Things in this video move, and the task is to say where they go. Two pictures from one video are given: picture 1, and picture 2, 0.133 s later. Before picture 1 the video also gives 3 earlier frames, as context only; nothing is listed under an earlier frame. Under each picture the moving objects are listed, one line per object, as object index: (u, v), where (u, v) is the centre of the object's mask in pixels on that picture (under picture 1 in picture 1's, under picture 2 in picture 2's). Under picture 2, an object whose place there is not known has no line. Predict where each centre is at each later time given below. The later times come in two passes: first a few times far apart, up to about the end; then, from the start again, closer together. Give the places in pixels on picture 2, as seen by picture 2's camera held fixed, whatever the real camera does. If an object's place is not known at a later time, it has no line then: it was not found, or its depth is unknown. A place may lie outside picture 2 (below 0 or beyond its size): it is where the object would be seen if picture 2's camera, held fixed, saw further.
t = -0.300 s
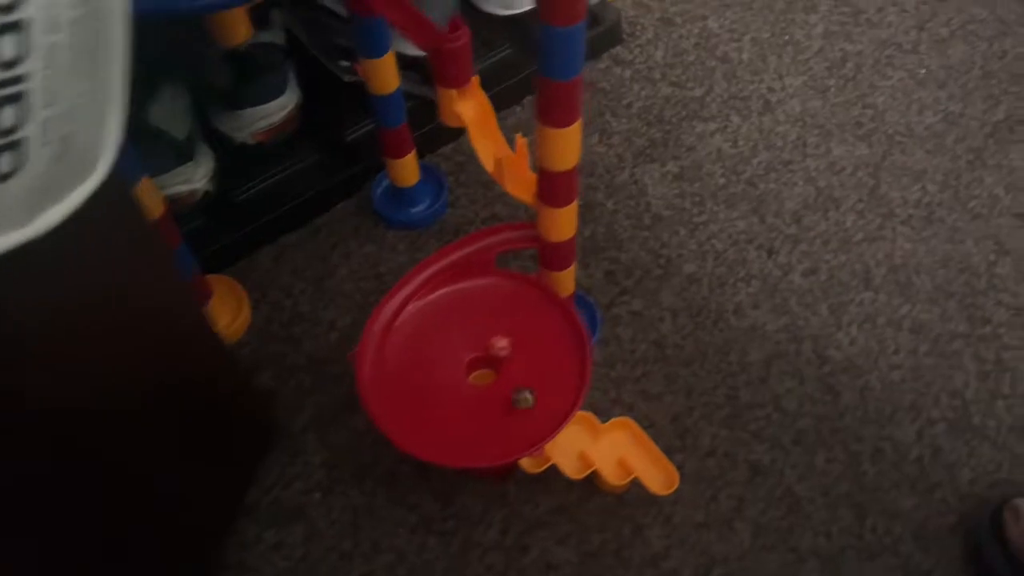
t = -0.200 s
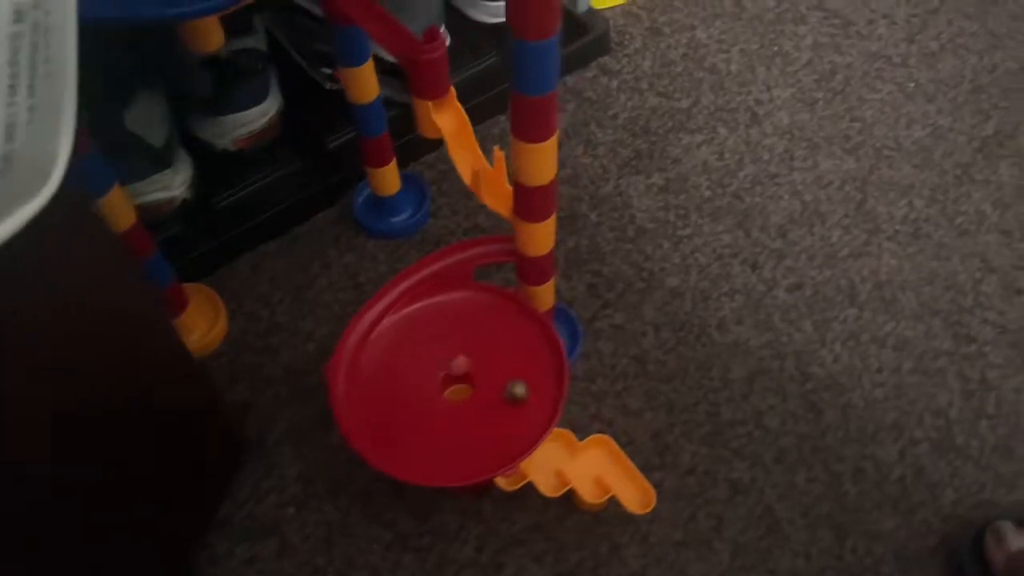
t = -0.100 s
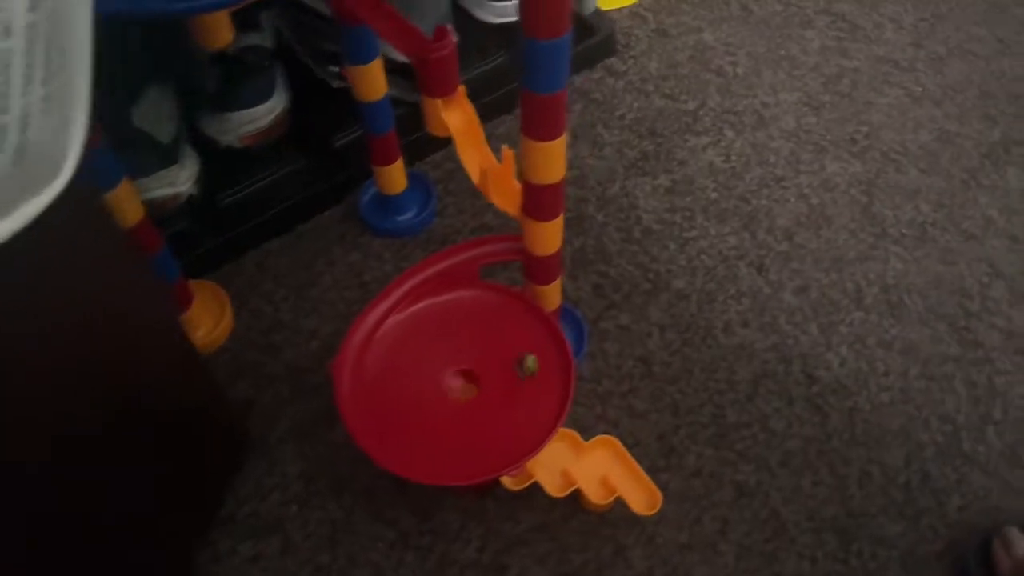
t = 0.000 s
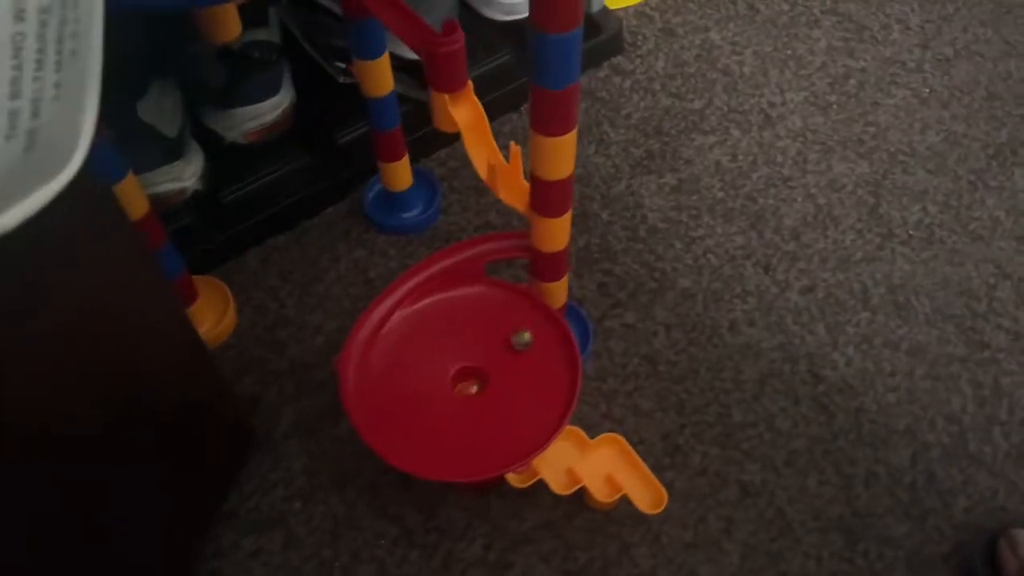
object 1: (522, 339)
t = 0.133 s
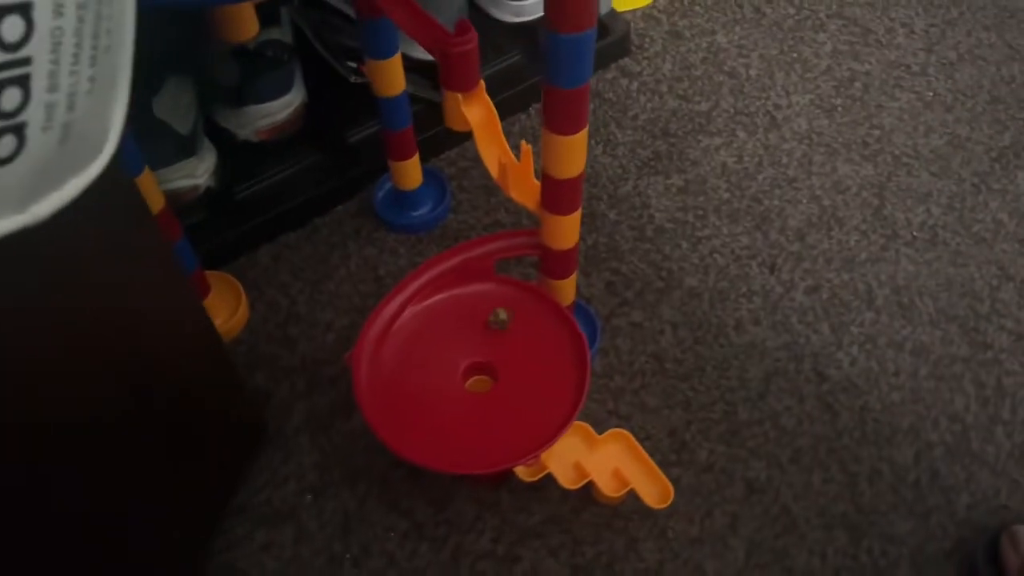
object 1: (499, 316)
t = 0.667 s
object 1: (445, 410)
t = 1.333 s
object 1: (478, 321)
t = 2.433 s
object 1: (459, 331)
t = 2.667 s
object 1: (442, 389)
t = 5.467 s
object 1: (455, 395)
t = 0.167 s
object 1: (491, 316)
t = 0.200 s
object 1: (479, 318)
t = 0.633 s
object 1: (437, 403)
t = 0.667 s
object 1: (445, 410)
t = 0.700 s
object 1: (455, 412)
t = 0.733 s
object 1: (467, 413)
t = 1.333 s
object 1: (478, 321)
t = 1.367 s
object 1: (469, 324)
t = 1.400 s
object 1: (459, 329)
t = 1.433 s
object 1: (450, 335)
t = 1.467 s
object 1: (443, 344)
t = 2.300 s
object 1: (491, 322)
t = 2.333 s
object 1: (482, 326)
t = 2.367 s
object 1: (473, 328)
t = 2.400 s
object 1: (466, 331)
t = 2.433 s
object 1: (459, 331)
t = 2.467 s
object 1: (451, 338)
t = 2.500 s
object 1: (444, 347)
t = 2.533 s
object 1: (440, 353)
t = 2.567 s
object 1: (437, 363)
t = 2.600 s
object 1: (438, 372)
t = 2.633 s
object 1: (440, 381)
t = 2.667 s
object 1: (442, 389)
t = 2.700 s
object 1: (448, 395)
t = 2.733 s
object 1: (455, 401)
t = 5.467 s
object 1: (455, 395)
